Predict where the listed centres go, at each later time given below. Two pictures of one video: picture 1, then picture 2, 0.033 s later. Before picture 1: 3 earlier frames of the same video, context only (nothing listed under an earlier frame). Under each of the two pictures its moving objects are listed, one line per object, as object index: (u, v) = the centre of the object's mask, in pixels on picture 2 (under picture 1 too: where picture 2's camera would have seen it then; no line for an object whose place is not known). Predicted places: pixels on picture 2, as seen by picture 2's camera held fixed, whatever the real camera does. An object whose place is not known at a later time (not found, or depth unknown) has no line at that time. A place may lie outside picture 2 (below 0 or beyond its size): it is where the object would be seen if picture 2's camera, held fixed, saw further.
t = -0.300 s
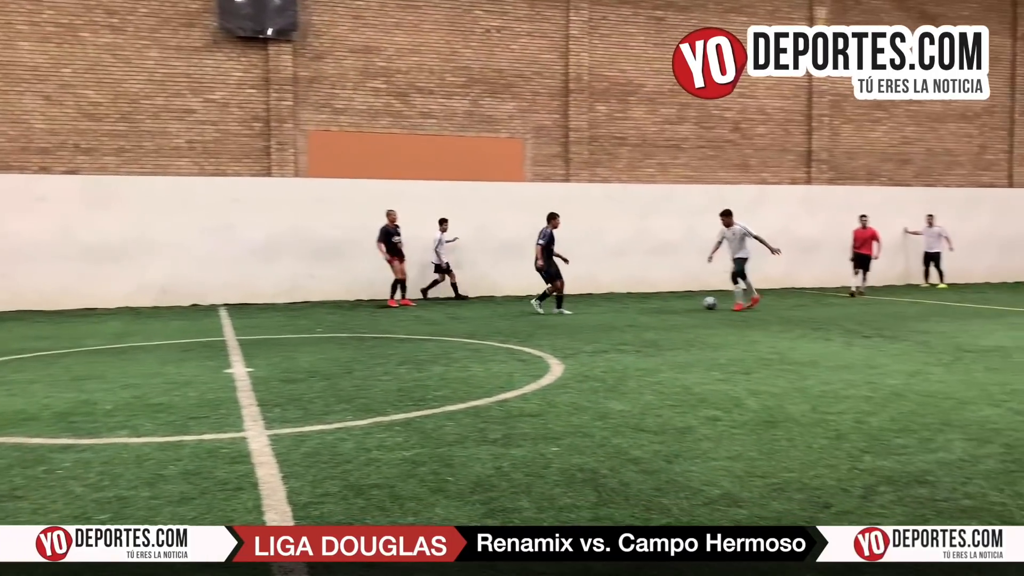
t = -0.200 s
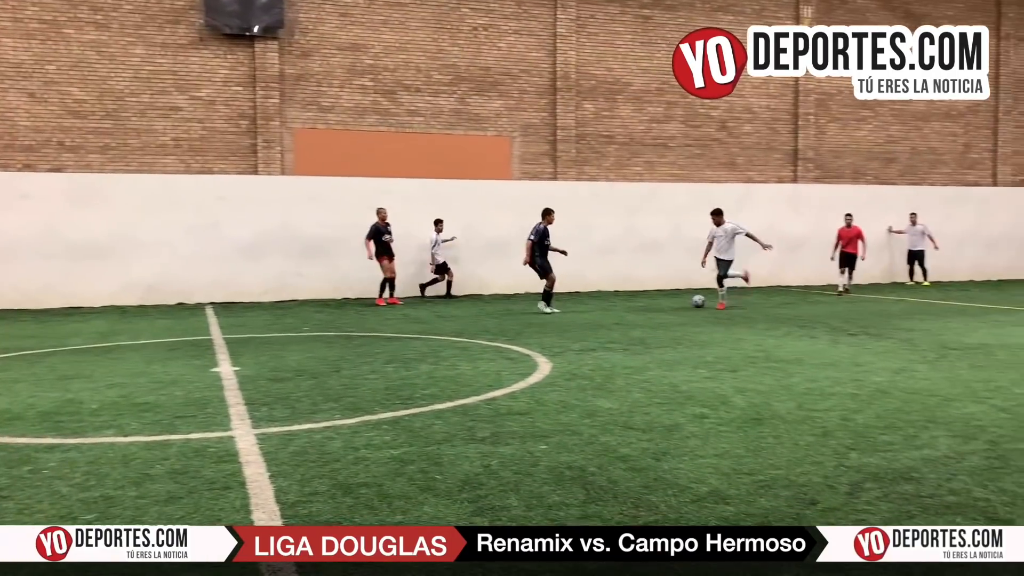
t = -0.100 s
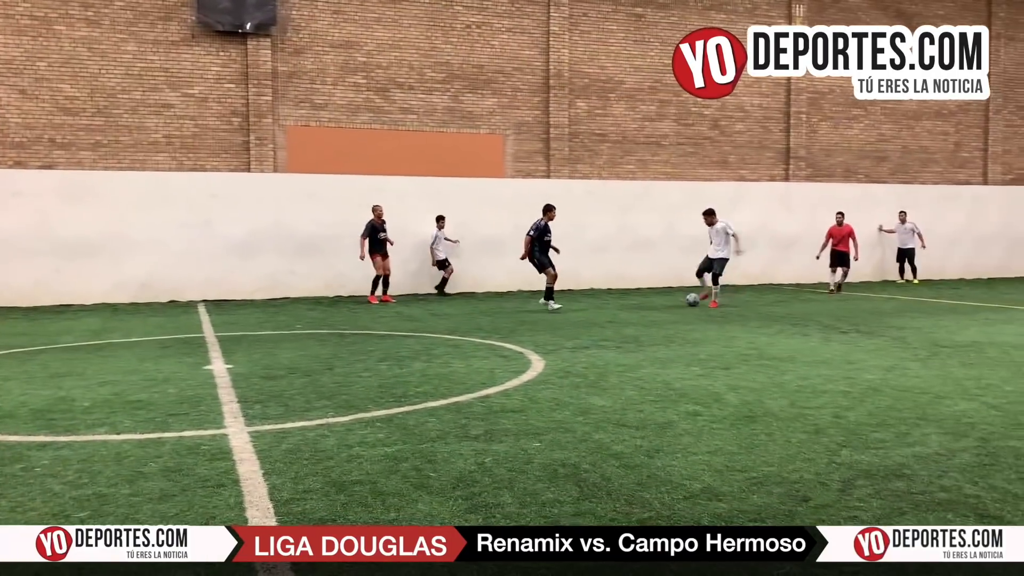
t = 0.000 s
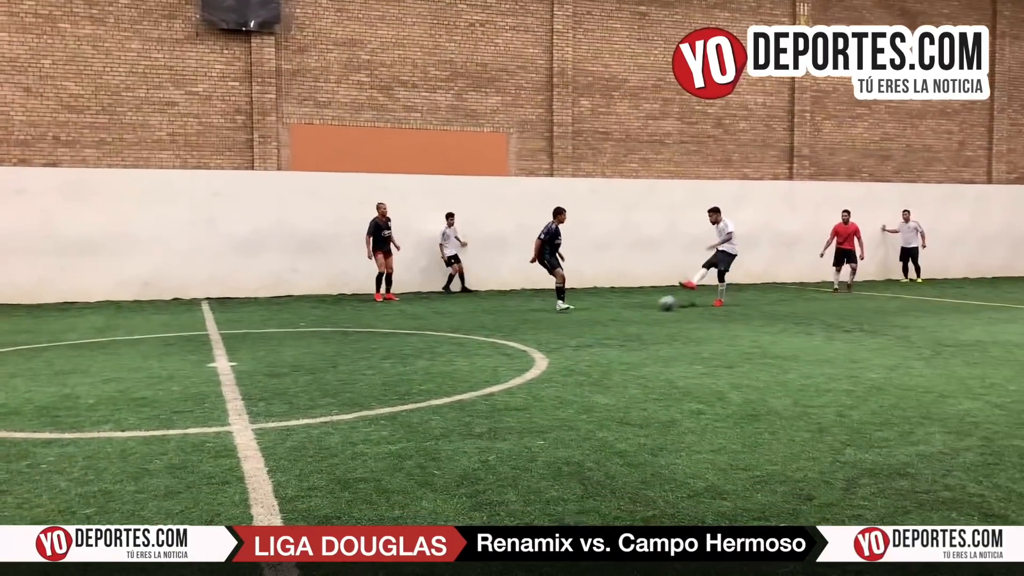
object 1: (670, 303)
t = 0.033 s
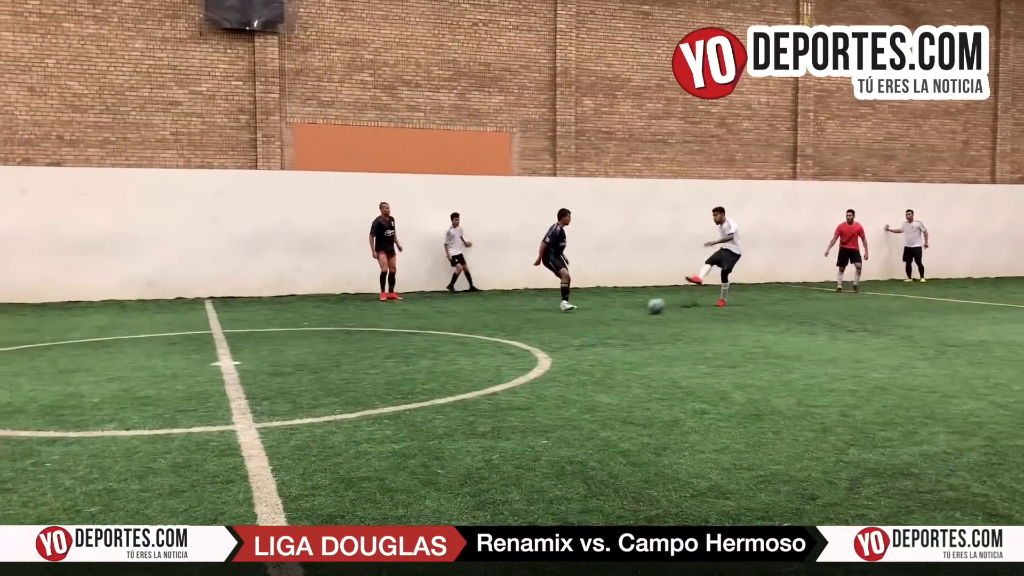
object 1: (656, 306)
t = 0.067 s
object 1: (641, 310)
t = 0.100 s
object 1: (627, 312)
